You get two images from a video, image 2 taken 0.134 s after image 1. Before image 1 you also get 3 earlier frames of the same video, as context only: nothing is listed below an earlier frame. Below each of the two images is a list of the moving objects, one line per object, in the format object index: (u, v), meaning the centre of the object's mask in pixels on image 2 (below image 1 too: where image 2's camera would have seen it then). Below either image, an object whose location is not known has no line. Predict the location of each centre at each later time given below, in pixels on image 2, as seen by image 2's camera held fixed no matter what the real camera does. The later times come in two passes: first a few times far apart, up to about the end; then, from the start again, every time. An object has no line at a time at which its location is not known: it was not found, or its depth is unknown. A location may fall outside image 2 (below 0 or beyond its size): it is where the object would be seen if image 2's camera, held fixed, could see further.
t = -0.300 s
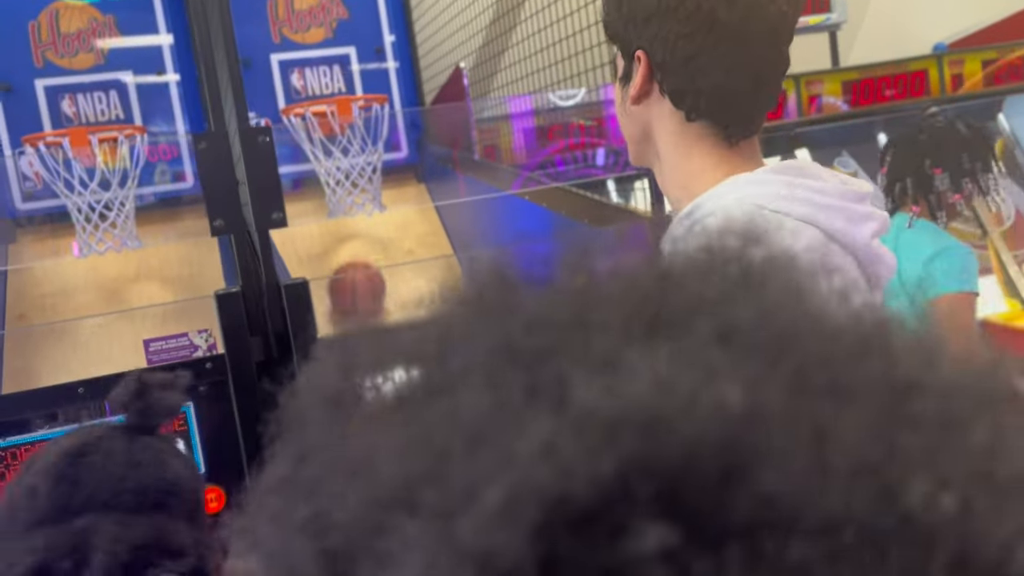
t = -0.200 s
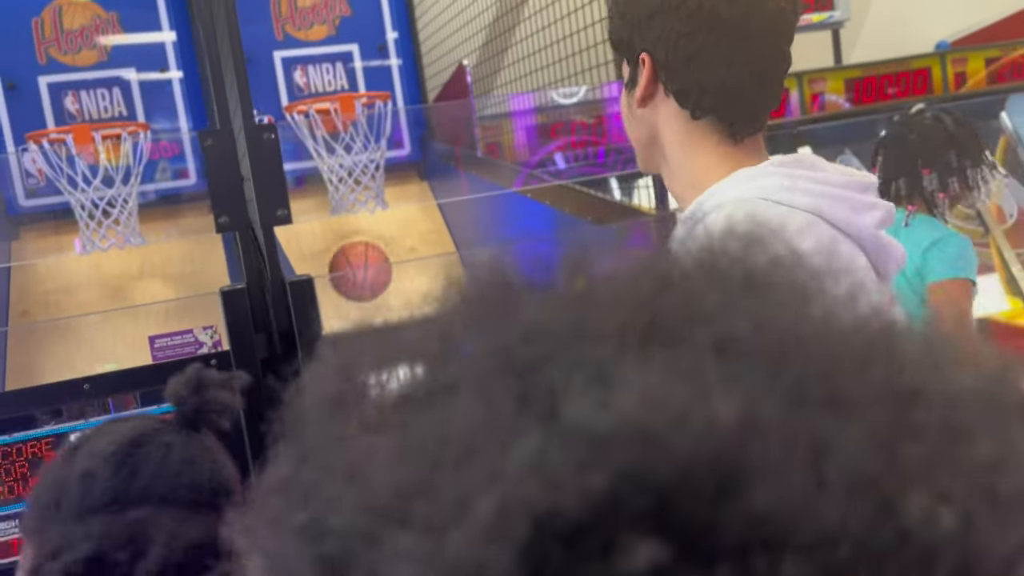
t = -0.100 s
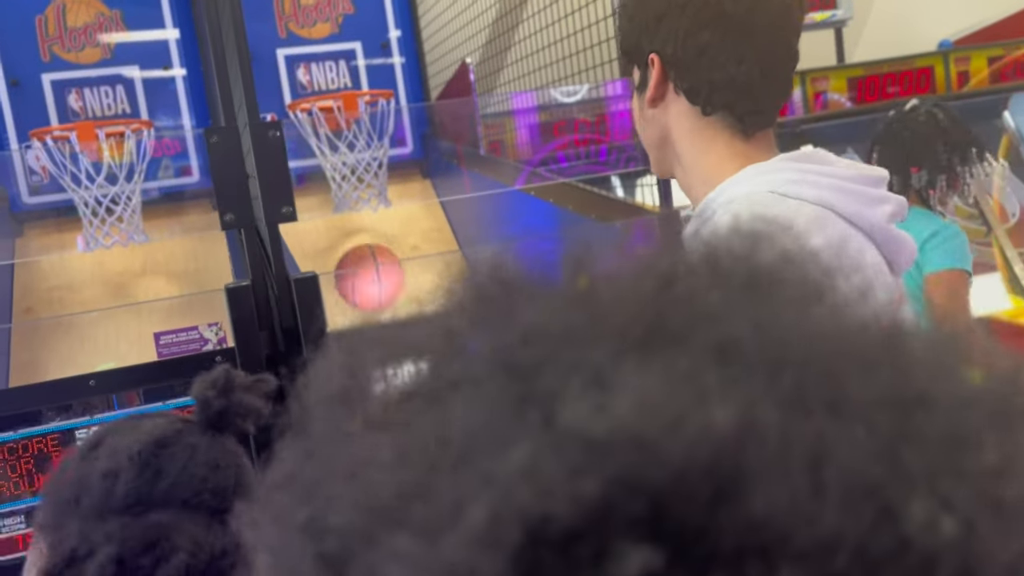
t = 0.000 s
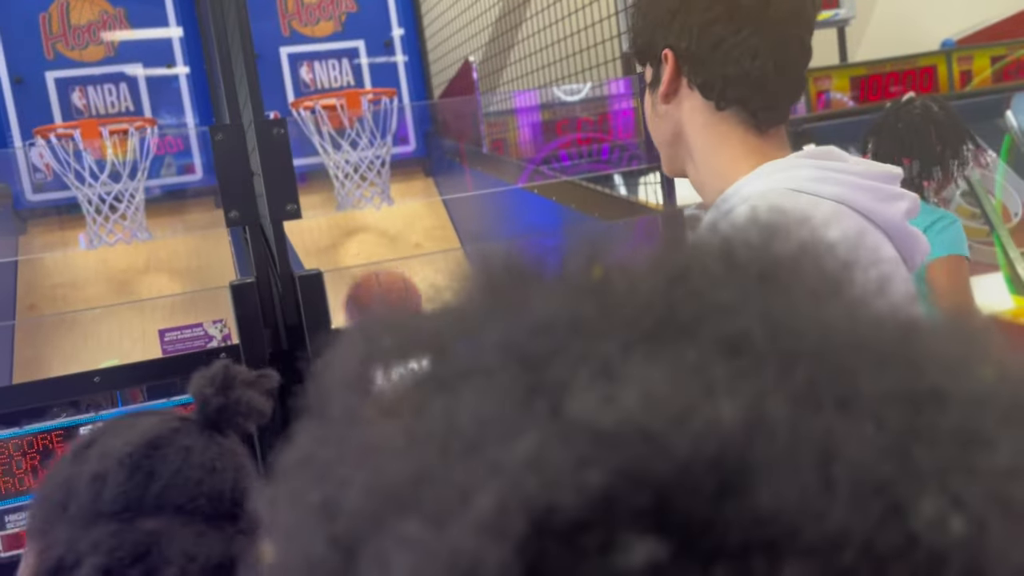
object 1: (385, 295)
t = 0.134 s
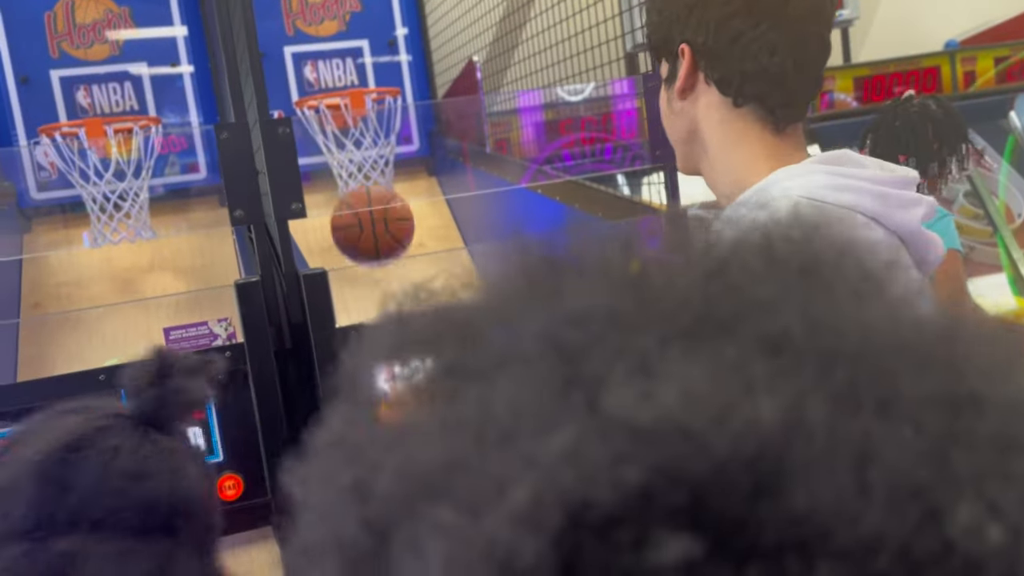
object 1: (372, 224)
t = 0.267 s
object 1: (368, 200)
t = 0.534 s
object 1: (377, 277)
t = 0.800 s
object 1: (369, 287)
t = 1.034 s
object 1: (382, 297)
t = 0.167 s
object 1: (370, 213)
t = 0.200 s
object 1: (369, 205)
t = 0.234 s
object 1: (368, 201)
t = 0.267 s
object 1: (368, 200)
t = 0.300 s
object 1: (368, 204)
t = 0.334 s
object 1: (370, 213)
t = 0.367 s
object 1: (371, 224)
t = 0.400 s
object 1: (375, 247)
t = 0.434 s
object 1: (378, 268)
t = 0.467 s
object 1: (381, 291)
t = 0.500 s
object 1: (380, 288)
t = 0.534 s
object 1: (377, 277)
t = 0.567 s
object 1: (372, 264)
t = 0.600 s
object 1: (366, 253)
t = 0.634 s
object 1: (362, 249)
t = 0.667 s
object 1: (359, 252)
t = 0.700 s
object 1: (357, 258)
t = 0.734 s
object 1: (359, 267)
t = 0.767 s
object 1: (364, 277)
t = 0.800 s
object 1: (369, 287)
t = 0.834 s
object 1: (372, 297)
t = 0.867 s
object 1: (373, 295)
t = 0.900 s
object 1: (374, 290)
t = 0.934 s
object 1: (375, 289)
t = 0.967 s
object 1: (377, 290)
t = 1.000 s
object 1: (380, 293)
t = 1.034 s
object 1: (382, 297)
